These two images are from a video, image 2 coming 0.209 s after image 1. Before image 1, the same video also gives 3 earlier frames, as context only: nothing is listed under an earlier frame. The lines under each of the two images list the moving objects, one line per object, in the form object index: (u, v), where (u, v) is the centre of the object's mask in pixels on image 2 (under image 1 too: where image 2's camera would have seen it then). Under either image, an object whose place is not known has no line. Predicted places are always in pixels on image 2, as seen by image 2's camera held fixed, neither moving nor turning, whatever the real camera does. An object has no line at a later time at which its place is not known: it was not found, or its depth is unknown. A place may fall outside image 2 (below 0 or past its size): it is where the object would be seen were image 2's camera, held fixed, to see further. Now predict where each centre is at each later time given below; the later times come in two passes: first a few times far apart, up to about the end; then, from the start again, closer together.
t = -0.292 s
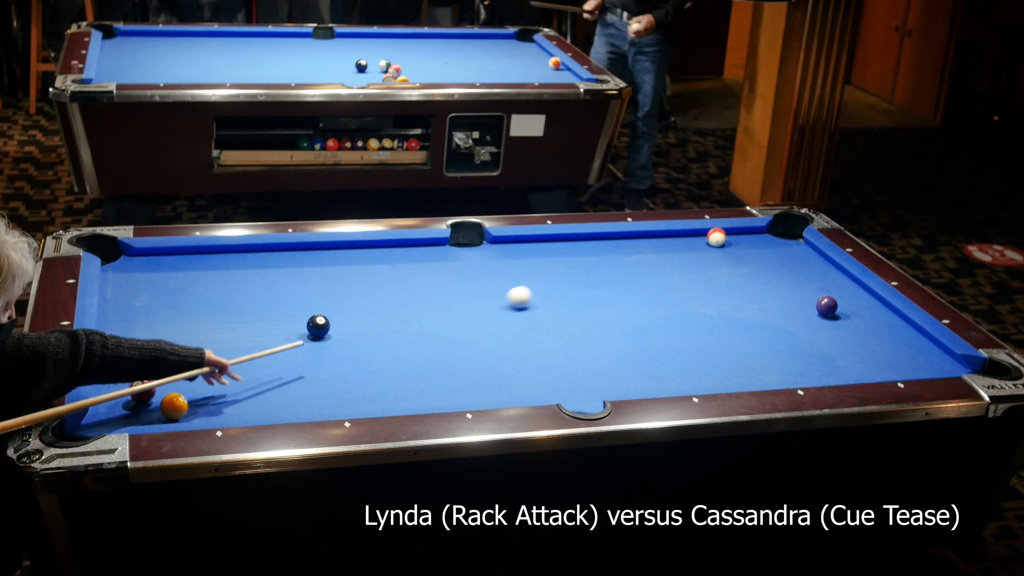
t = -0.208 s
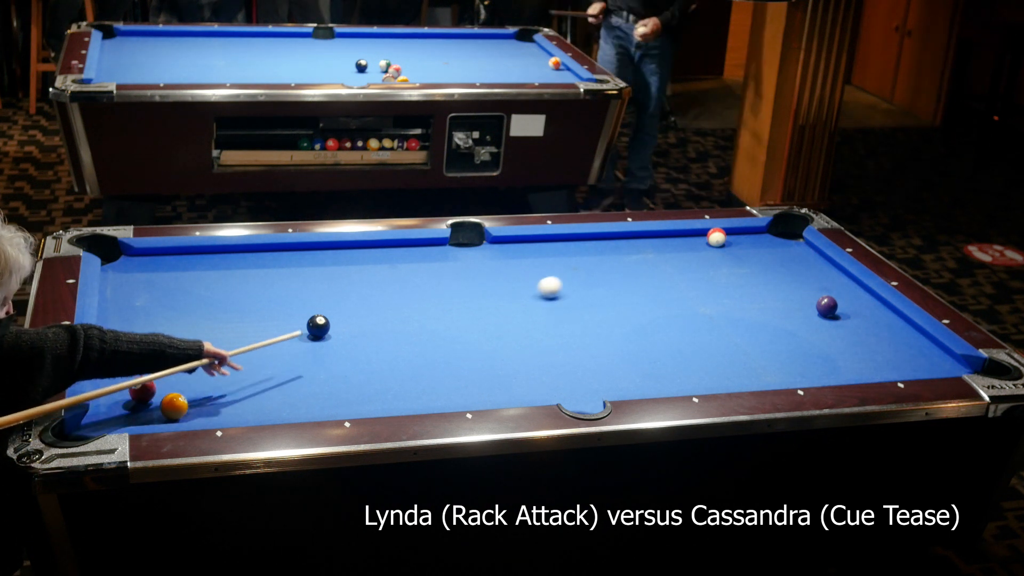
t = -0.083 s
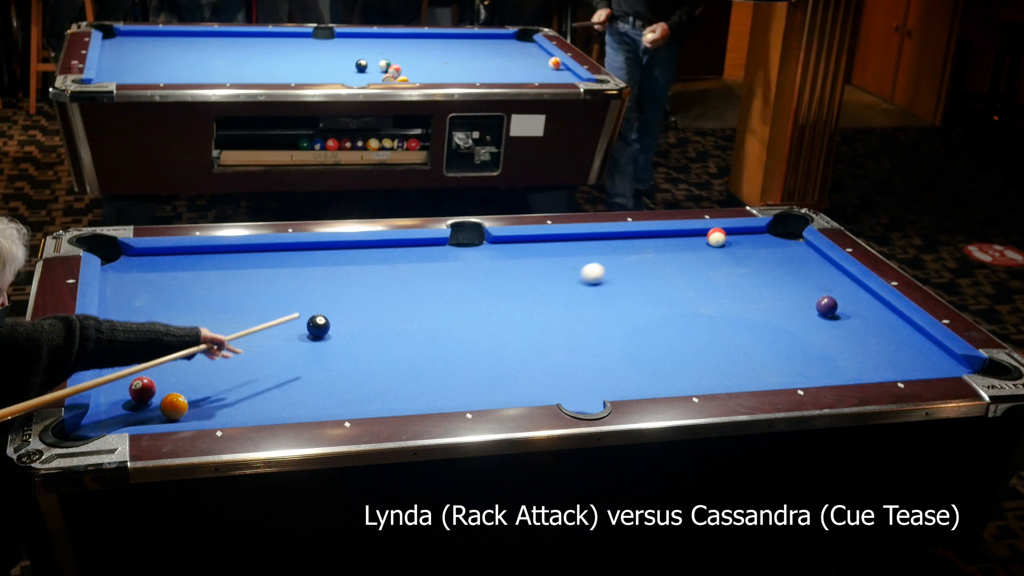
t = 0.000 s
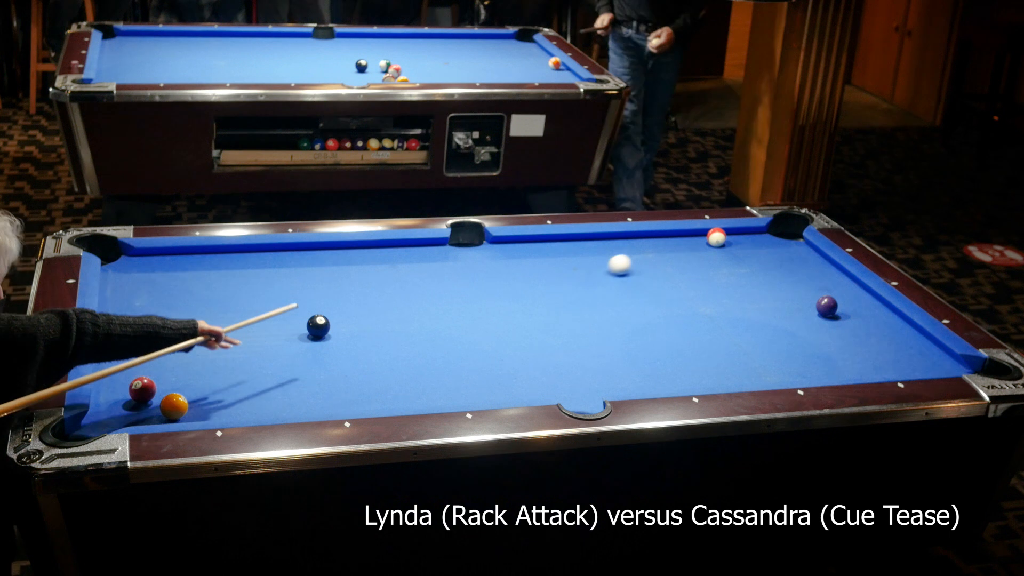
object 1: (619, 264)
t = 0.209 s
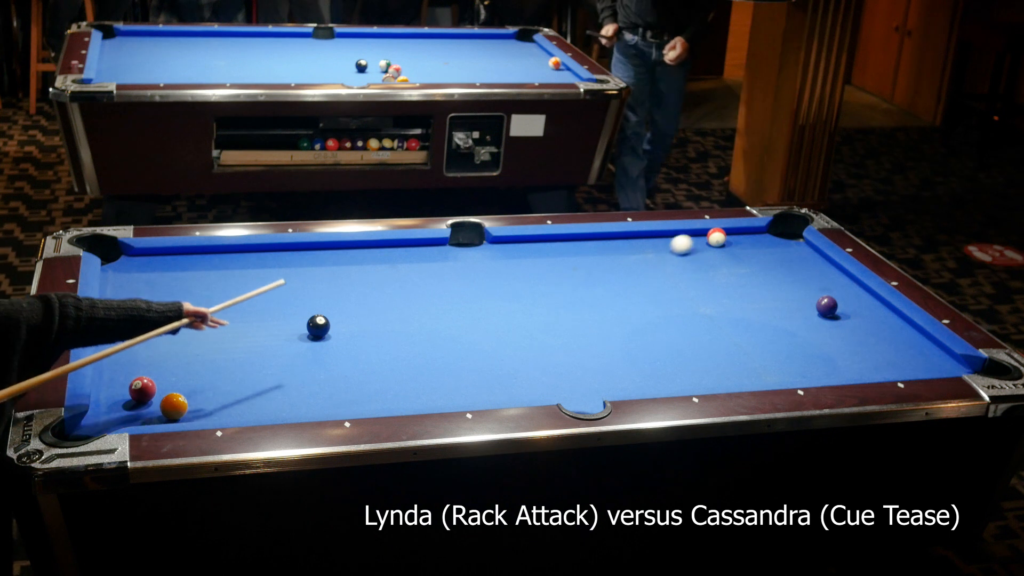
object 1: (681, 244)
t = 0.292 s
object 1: (699, 238)
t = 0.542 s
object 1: (711, 237)
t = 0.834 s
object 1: (736, 244)
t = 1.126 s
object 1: (758, 250)
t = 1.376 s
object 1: (775, 255)
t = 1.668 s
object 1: (793, 260)
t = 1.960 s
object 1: (807, 265)
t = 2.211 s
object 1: (818, 268)
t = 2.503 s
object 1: (828, 271)
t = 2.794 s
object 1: (835, 273)
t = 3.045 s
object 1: (838, 275)
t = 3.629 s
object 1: (838, 275)
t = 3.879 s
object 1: (838, 275)
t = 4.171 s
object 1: (838, 275)
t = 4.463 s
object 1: (837, 275)
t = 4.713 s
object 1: (836, 274)
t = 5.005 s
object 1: (836, 274)
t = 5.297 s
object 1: (836, 274)
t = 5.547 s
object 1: (836, 274)
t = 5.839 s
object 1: (836, 274)
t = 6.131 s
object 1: (836, 274)
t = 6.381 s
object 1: (836, 274)
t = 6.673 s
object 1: (836, 274)
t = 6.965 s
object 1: (836, 274)
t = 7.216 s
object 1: (836, 274)
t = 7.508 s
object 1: (836, 274)
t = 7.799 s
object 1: (836, 274)
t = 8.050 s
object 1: (836, 274)
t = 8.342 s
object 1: (836, 274)
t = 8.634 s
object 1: (836, 274)
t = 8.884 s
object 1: (836, 274)
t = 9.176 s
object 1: (836, 274)
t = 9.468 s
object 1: (836, 274)
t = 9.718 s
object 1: (836, 274)
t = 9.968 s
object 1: (836, 274)
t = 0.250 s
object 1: (693, 240)
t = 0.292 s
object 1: (699, 238)
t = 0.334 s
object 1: (698, 235)
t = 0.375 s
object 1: (697, 233)
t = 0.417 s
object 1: (701, 234)
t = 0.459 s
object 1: (704, 235)
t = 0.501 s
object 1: (708, 236)
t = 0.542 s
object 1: (711, 237)
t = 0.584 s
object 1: (715, 238)
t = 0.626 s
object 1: (719, 239)
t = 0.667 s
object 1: (722, 240)
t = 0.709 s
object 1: (726, 241)
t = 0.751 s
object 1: (729, 242)
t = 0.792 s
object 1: (732, 243)
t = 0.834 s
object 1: (736, 244)
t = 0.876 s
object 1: (739, 245)
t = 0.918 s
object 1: (742, 246)
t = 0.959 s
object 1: (745, 247)
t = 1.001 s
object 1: (749, 248)
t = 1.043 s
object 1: (752, 249)
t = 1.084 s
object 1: (755, 249)
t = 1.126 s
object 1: (758, 250)
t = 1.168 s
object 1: (761, 251)
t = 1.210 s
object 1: (764, 252)
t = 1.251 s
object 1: (767, 253)
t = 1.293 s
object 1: (770, 254)
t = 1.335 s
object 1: (772, 254)
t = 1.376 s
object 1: (775, 255)
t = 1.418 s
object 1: (778, 256)
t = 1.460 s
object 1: (780, 257)
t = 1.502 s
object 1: (783, 257)
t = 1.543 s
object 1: (785, 258)
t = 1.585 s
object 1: (788, 259)
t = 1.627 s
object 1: (790, 259)
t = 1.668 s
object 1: (793, 260)
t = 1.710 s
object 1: (795, 261)
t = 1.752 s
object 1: (797, 261)
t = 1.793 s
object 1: (799, 262)
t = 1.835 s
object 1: (802, 263)
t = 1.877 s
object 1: (804, 263)
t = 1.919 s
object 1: (805, 264)
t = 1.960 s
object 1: (807, 265)
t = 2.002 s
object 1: (809, 265)
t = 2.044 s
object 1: (811, 266)
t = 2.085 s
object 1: (813, 266)
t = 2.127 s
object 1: (815, 267)
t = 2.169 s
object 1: (816, 267)
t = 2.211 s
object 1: (818, 268)
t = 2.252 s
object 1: (819, 269)
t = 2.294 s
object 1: (821, 269)
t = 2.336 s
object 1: (822, 270)
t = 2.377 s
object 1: (824, 270)
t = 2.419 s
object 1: (825, 270)
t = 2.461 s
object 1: (826, 271)
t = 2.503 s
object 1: (828, 271)
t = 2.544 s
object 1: (829, 272)
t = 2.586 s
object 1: (830, 272)
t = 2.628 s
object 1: (831, 272)
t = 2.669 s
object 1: (832, 273)
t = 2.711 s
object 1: (833, 273)
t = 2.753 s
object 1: (834, 273)
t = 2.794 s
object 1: (835, 273)
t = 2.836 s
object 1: (836, 274)
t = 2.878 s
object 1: (836, 274)
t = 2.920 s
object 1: (837, 274)
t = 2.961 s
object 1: (838, 275)
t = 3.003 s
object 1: (838, 275)
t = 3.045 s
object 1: (838, 275)
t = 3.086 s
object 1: (839, 275)
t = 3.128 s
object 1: (839, 275)
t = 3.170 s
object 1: (838, 275)
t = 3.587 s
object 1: (836, 274)
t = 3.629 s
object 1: (838, 275)
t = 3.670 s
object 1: (839, 275)
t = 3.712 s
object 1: (839, 275)
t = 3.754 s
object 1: (838, 275)
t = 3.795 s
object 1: (838, 275)
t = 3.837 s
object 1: (838, 275)
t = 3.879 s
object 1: (838, 275)
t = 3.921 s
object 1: (838, 275)
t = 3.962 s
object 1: (838, 275)
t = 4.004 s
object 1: (838, 275)
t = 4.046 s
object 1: (838, 275)
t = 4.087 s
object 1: (838, 275)
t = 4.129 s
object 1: (838, 275)
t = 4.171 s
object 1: (838, 275)
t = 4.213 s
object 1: (838, 275)
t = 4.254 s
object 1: (838, 275)
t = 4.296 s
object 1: (837, 275)
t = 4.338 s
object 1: (837, 275)
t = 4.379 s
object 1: (837, 275)
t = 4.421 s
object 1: (837, 275)
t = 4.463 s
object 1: (837, 275)
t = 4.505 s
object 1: (837, 275)
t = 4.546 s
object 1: (836, 274)
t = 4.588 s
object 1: (836, 274)
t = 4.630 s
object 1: (836, 274)
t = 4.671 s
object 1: (836, 274)
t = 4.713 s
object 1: (836, 274)
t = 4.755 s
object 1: (836, 274)
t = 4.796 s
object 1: (836, 274)
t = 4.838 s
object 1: (836, 274)
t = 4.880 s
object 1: (836, 274)
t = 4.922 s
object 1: (836, 274)
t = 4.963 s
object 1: (836, 274)
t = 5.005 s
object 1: (836, 274)
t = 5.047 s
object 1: (836, 274)
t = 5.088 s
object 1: (836, 274)
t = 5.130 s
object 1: (836, 274)
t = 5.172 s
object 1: (836, 274)
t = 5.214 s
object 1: (836, 274)
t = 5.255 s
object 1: (836, 274)
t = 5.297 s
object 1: (836, 274)
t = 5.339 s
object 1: (836, 274)
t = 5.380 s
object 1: (836, 274)
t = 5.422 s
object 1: (836, 274)
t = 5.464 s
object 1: (836, 274)
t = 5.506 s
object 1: (836, 274)
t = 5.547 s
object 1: (836, 274)
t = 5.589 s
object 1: (836, 274)
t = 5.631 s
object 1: (836, 274)
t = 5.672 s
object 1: (836, 274)
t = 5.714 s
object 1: (836, 274)
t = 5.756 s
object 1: (836, 274)
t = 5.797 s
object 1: (836, 274)
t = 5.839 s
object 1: (836, 274)
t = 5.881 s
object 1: (836, 274)
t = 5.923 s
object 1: (836, 274)
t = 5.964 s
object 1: (836, 274)
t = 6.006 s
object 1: (836, 274)
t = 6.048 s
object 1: (836, 274)
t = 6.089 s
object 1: (836, 274)
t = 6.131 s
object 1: (836, 274)
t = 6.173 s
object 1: (836, 274)
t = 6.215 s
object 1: (836, 274)
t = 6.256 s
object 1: (836, 274)
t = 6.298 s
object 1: (836, 274)
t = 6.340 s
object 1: (836, 274)
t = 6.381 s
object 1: (836, 274)
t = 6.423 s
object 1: (836, 274)
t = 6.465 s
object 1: (836, 274)
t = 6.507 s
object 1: (836, 274)
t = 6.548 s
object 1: (836, 274)
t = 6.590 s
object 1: (836, 274)
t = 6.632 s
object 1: (836, 274)
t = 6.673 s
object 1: (836, 274)
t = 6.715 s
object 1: (836, 274)
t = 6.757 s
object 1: (836, 274)
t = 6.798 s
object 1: (836, 274)
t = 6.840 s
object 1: (836, 274)
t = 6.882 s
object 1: (836, 274)
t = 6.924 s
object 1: (836, 274)
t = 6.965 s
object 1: (836, 274)
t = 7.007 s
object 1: (836, 274)
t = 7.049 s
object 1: (836, 274)
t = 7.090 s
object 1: (836, 274)
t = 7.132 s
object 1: (836, 274)
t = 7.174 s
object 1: (836, 274)
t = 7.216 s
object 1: (836, 274)
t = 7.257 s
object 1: (836, 274)
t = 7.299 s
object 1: (836, 274)
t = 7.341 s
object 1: (836, 274)
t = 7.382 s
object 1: (836, 274)
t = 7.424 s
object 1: (836, 274)
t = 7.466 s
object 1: (836, 274)
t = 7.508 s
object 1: (836, 274)
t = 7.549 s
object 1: (836, 274)
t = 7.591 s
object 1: (836, 274)
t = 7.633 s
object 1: (836, 274)
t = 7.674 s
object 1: (836, 274)
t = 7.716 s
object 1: (836, 274)
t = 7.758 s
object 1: (836, 274)
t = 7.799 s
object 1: (836, 274)
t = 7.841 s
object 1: (836, 274)
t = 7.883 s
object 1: (836, 274)
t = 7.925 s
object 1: (836, 274)
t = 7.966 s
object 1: (836, 274)
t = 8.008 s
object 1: (836, 274)
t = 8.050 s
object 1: (836, 274)
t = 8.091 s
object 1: (836, 274)
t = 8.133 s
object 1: (836, 274)
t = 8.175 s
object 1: (836, 274)
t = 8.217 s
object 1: (836, 274)
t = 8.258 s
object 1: (836, 274)
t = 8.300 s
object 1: (836, 274)
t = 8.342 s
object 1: (836, 274)
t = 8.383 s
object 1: (836, 274)
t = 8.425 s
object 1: (836, 274)
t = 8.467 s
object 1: (836, 274)
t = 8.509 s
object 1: (836, 274)
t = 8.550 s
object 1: (836, 274)
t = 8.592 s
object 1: (836, 274)
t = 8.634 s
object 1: (836, 274)
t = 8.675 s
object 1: (836, 274)
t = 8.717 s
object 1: (836, 274)
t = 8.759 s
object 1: (836, 274)
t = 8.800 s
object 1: (836, 274)
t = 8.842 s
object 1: (836, 274)
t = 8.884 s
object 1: (836, 274)
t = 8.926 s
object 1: (836, 274)
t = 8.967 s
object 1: (836, 274)
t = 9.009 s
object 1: (836, 274)
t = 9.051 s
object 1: (836, 274)
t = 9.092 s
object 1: (836, 274)
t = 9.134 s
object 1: (836, 274)
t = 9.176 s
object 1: (836, 274)
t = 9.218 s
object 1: (836, 274)
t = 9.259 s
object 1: (836, 274)
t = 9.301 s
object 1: (836, 274)
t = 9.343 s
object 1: (836, 274)
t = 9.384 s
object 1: (836, 274)
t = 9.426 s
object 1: (836, 274)
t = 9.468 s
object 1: (836, 274)
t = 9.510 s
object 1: (836, 274)
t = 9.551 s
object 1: (836, 274)
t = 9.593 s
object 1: (836, 274)
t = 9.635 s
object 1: (836, 274)
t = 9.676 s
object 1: (836, 274)
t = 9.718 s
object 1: (836, 274)
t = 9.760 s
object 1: (836, 274)
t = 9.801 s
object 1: (836, 274)
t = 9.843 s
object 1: (836, 274)
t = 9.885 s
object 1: (836, 274)
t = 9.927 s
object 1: (836, 274)
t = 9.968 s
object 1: (836, 274)
